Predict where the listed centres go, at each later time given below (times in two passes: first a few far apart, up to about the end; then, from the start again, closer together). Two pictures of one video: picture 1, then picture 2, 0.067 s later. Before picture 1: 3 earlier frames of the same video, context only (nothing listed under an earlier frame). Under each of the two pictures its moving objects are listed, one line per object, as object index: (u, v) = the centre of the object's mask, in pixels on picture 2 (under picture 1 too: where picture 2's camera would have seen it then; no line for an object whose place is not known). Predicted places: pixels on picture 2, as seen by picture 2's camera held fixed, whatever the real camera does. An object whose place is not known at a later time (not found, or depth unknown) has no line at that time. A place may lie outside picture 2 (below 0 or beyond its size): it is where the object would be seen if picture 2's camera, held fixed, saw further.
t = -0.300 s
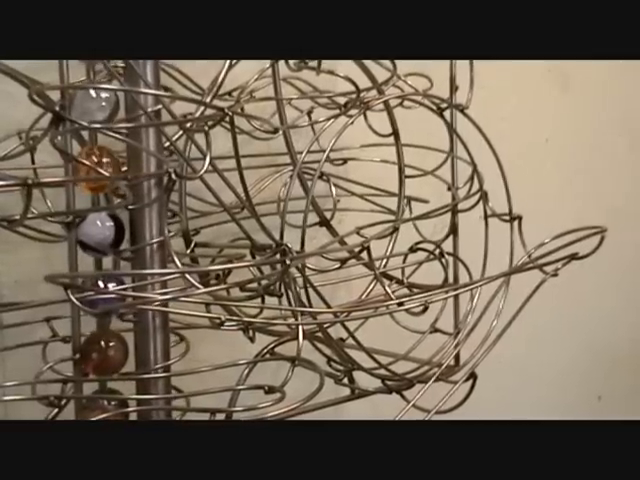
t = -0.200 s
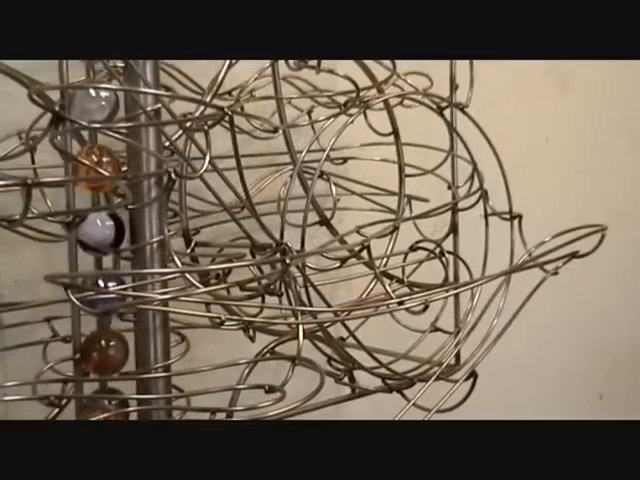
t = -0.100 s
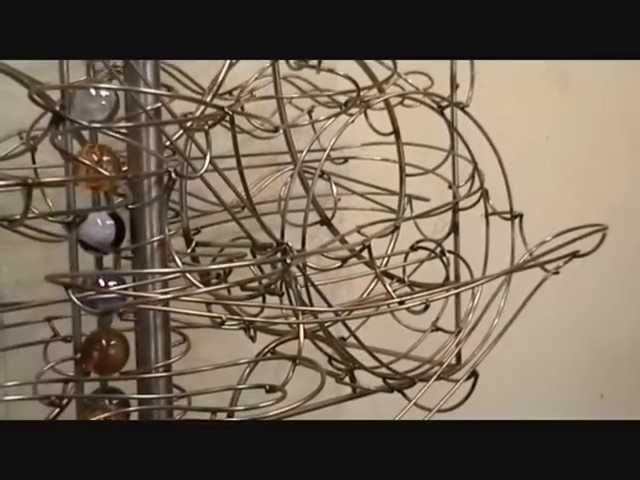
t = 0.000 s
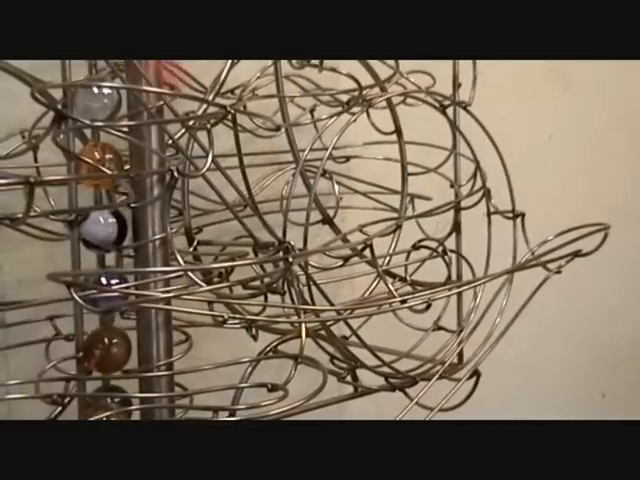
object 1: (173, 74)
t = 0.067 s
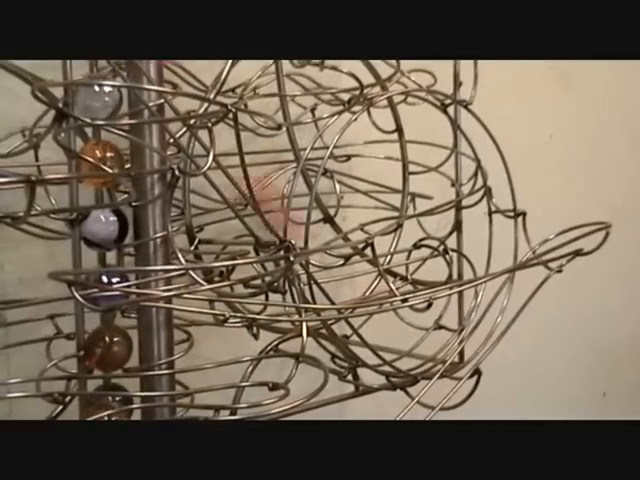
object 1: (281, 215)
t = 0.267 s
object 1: (487, 180)
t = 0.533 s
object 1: (385, 349)
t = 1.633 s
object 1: (-66, 332)
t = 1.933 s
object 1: (-103, 334)
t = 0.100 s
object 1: (330, 280)
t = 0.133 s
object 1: (384, 340)
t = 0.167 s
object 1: (432, 351)
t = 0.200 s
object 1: (478, 314)
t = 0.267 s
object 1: (487, 180)
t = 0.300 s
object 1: (463, 136)
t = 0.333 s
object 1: (425, 114)
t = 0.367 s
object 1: (386, 115)
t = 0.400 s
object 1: (345, 138)
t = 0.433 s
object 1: (315, 205)
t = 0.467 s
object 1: (319, 263)
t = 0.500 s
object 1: (338, 329)
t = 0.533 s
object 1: (385, 349)
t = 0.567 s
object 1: (432, 331)
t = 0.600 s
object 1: (447, 282)
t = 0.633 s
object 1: (415, 264)
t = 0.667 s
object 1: (362, 287)
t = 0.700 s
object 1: (326, 290)
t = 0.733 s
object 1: (263, 305)
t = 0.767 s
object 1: (197, 313)
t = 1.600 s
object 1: (-63, 331)
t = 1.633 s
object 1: (-66, 332)
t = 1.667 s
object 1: (-69, 332)
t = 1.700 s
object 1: (-73, 333)
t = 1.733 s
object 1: (-75, 332)
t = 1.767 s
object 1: (-81, 332)
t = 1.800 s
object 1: (-85, 332)
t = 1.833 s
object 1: (-88, 332)
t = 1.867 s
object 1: (-93, 333)
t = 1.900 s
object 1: (-98, 334)
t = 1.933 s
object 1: (-103, 334)
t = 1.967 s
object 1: (-108, 335)
